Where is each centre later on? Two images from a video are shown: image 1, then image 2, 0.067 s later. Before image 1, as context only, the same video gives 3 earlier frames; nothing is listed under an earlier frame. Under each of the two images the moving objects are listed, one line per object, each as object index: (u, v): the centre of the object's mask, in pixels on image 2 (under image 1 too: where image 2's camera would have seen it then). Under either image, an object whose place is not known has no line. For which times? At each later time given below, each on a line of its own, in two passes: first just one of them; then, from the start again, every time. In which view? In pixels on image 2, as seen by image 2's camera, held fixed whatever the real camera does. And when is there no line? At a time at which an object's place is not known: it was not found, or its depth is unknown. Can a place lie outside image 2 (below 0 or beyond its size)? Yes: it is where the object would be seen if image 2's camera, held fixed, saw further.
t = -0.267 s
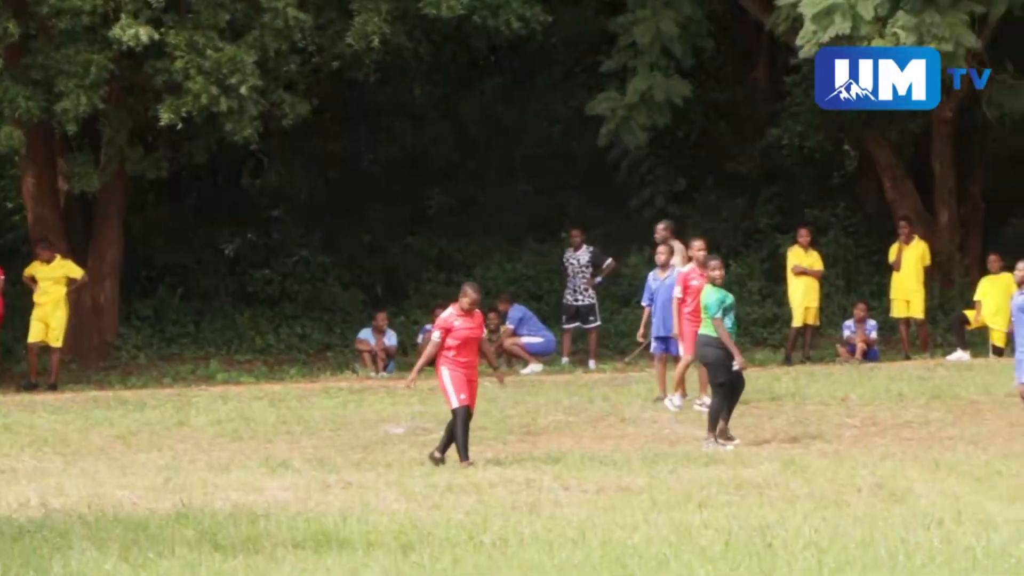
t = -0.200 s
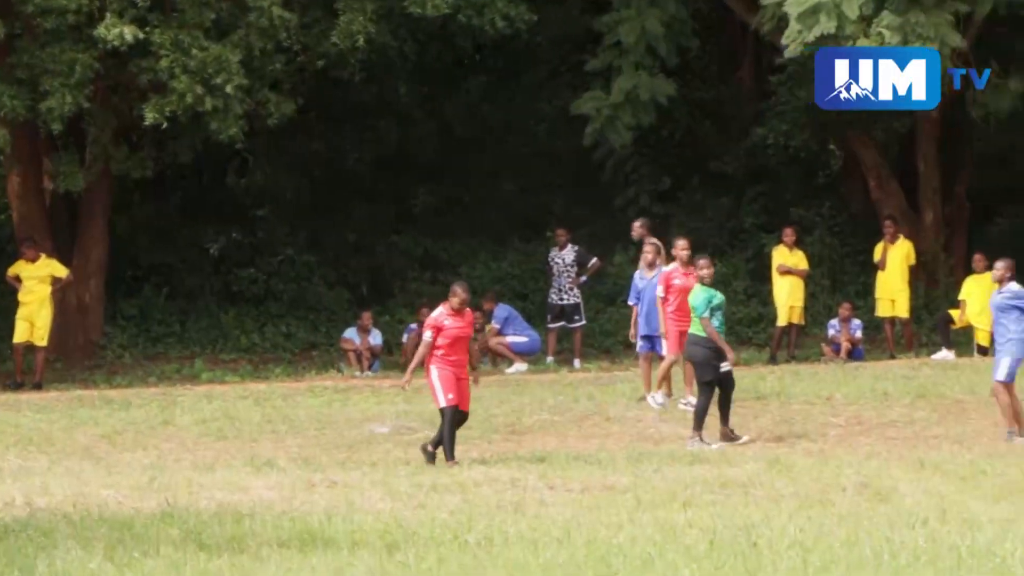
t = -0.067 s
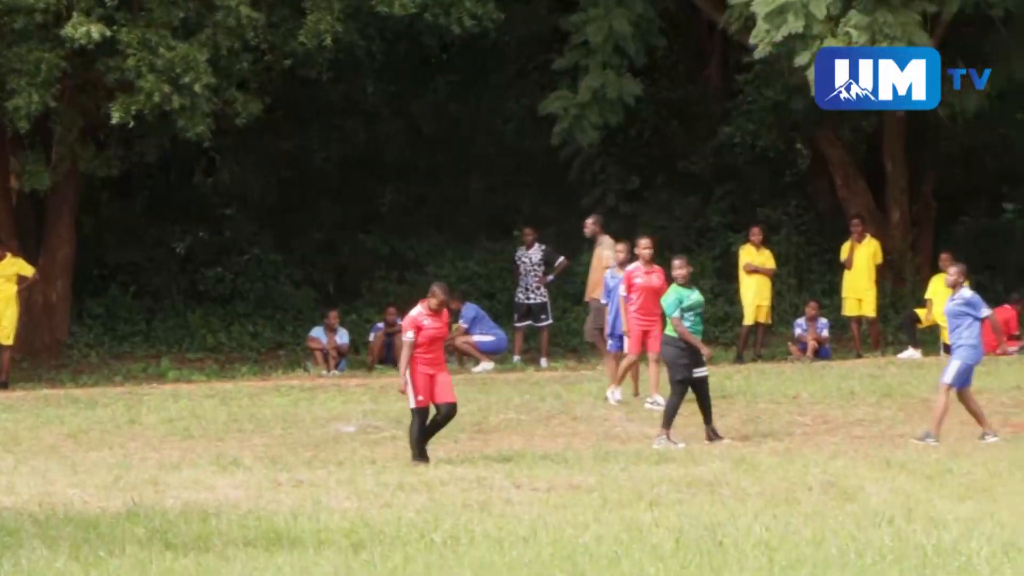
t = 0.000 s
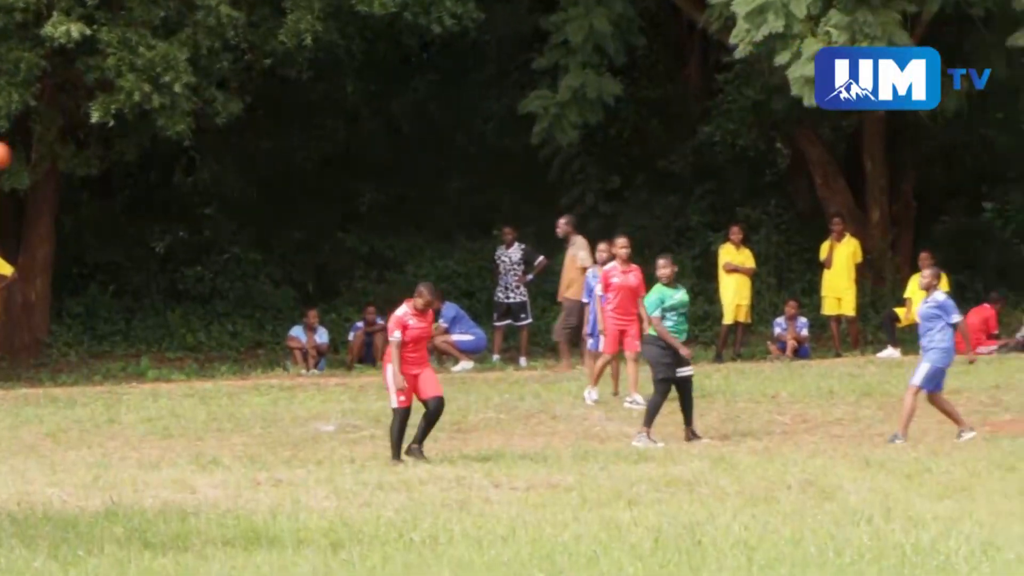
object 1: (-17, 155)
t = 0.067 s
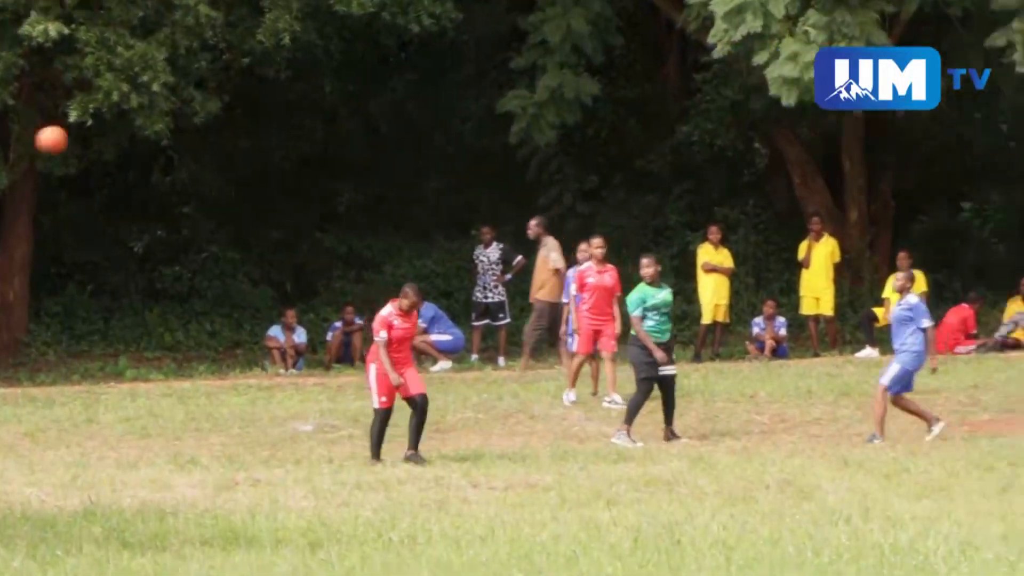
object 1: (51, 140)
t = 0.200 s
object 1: (204, 126)
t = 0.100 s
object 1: (91, 134)
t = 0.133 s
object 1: (129, 130)
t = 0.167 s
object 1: (167, 128)
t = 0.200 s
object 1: (204, 126)
